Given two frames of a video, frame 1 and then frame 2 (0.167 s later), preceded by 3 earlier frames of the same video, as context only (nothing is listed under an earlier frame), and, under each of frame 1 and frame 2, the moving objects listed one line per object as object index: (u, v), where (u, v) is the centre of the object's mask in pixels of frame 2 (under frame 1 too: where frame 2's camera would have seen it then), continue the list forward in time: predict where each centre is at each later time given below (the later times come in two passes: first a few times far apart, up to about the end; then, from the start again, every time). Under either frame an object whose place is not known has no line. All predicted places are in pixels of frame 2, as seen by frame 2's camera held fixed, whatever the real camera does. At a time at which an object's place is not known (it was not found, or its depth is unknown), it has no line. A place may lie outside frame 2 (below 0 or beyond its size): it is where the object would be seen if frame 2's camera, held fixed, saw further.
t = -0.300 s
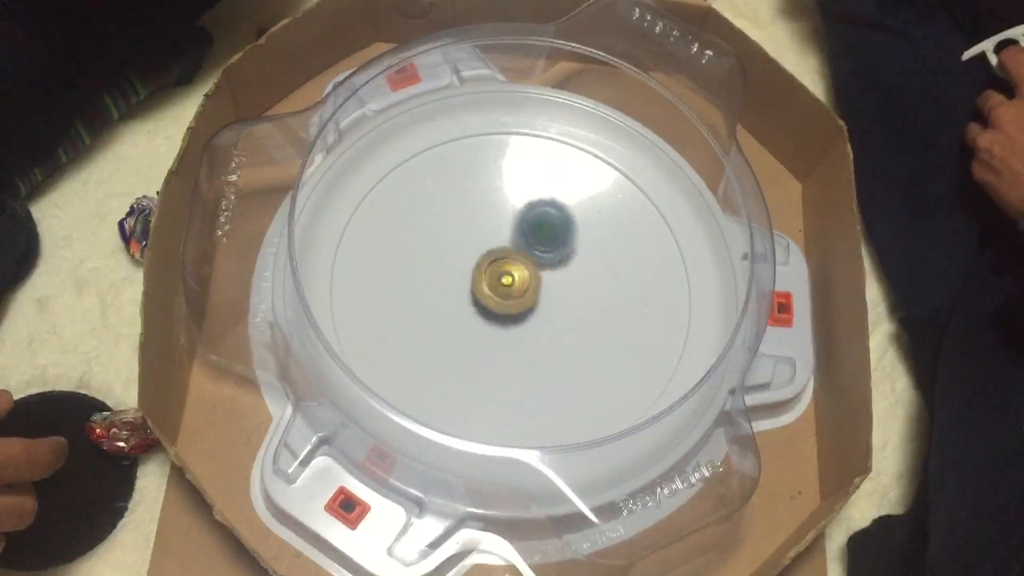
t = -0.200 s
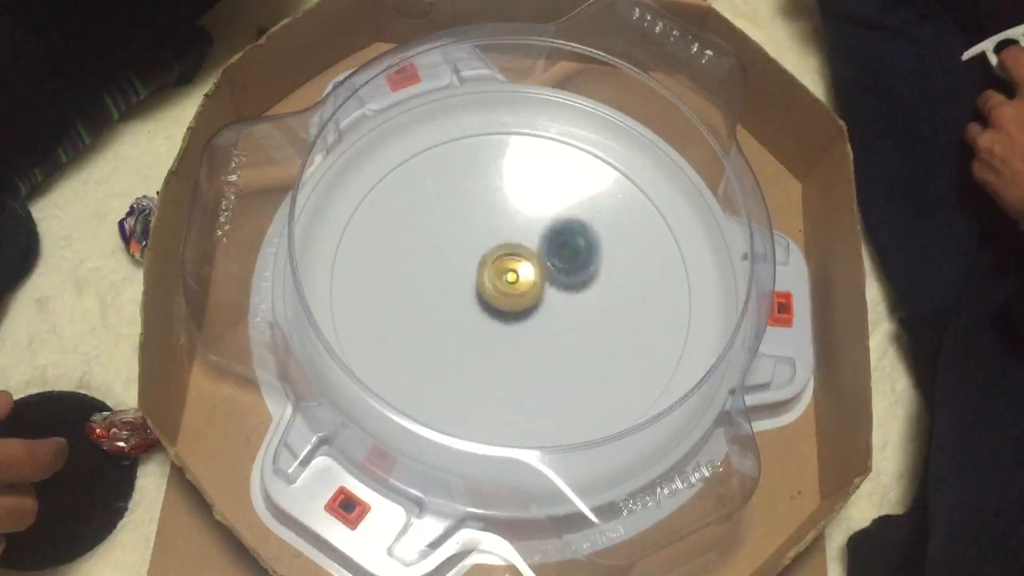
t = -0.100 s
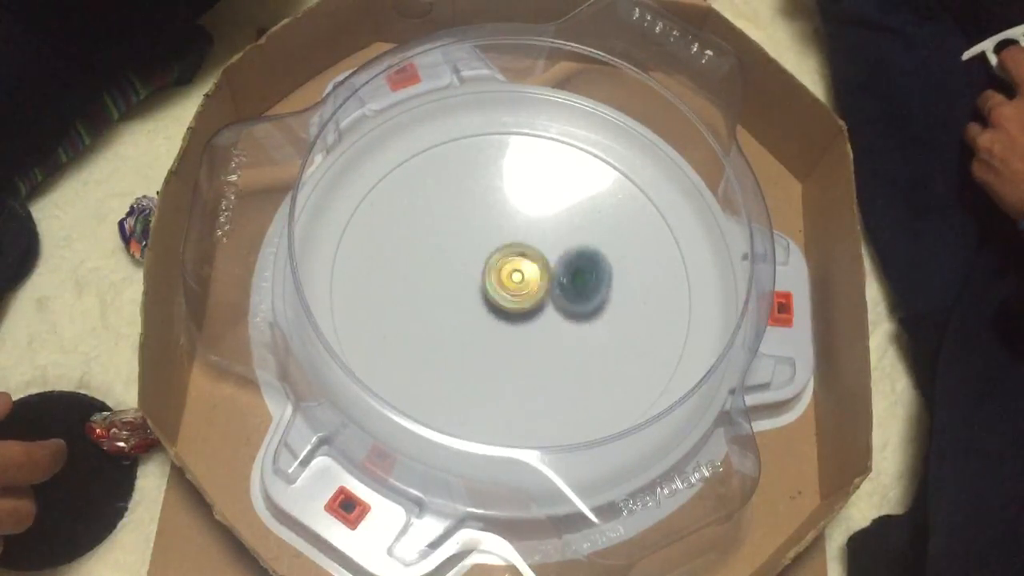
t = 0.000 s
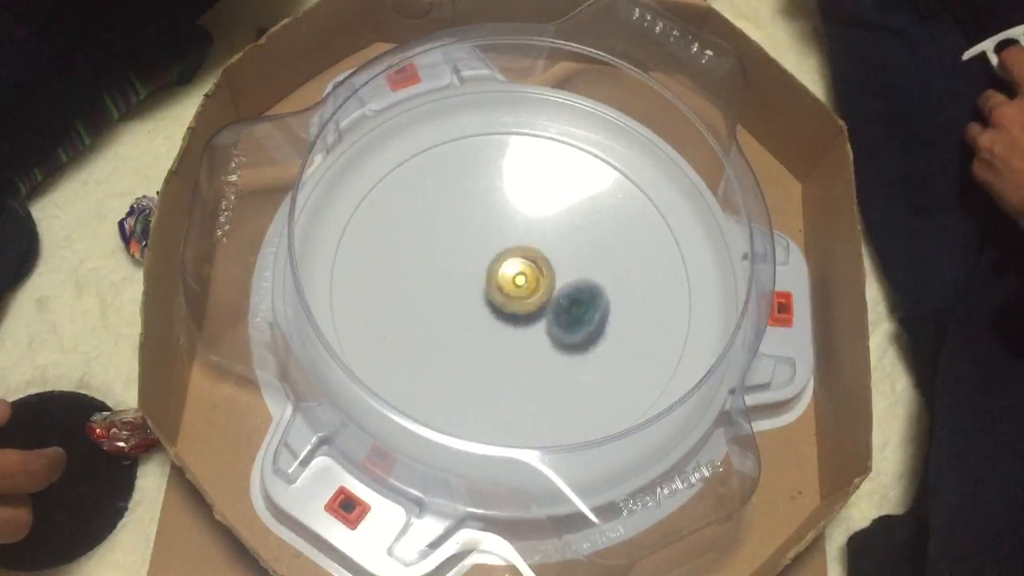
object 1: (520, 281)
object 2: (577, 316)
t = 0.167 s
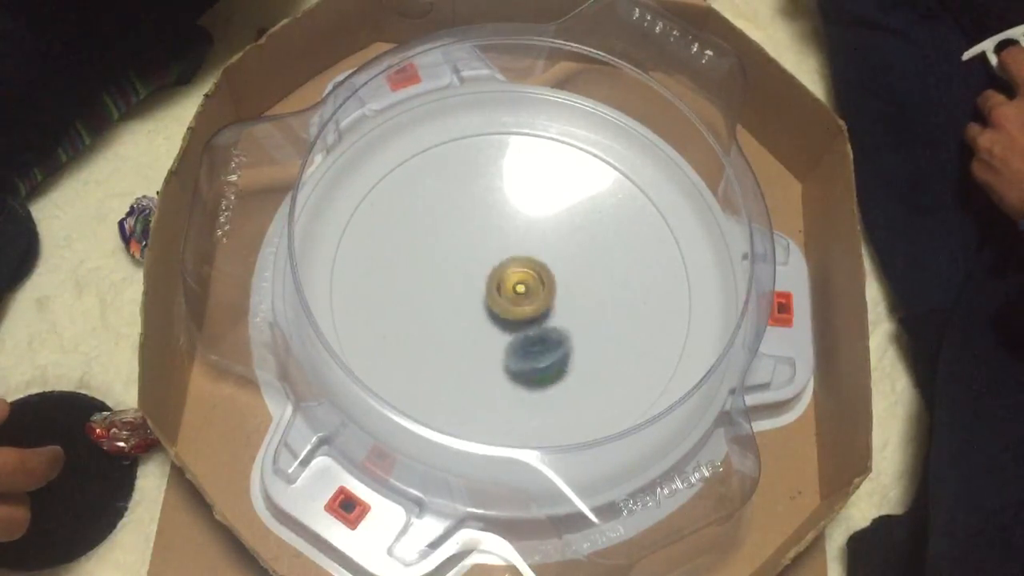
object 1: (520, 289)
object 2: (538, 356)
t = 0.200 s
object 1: (519, 290)
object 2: (526, 359)
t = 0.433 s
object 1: (508, 292)
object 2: (452, 333)
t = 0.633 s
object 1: (507, 285)
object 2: (442, 271)
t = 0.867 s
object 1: (518, 283)
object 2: (505, 225)
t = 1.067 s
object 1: (520, 289)
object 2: (568, 251)
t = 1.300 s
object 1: (512, 293)
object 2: (573, 321)
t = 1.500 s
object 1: (508, 287)
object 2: (515, 354)
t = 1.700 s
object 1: (514, 282)
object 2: (458, 324)
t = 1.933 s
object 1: (520, 286)
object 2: (462, 255)
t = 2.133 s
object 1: (517, 291)
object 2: (518, 233)
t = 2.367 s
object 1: (482, 298)
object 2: (593, 263)
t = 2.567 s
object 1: (483, 294)
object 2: (566, 307)
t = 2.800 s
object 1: (442, 237)
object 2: (577, 373)
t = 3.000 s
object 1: (464, 259)
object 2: (556, 341)
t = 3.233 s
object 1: (477, 274)
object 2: (577, 302)
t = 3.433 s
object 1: (481, 278)
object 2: (576, 296)
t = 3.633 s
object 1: (484, 281)
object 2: (556, 302)
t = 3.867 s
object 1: (484, 282)
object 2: (546, 306)
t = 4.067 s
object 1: (486, 278)
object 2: (549, 311)
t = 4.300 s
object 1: (500, 280)
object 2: (551, 312)
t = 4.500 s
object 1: (505, 272)
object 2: (549, 318)
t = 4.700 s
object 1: (525, 260)
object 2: (548, 320)
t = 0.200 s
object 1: (519, 290)
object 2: (526, 359)
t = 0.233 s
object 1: (518, 292)
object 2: (515, 361)
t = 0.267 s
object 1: (517, 293)
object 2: (503, 361)
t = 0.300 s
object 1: (514, 293)
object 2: (491, 359)
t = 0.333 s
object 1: (513, 293)
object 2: (480, 355)
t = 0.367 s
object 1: (511, 293)
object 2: (470, 350)
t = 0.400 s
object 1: (510, 293)
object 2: (460, 342)
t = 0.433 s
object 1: (508, 292)
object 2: (452, 333)
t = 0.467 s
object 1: (506, 291)
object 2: (446, 324)
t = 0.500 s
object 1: (506, 290)
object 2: (442, 313)
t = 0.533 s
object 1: (505, 289)
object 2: (439, 302)
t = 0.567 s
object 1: (506, 288)
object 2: (437, 292)
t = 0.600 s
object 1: (506, 286)
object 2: (439, 281)
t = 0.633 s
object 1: (507, 285)
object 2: (442, 271)
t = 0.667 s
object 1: (509, 284)
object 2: (447, 260)
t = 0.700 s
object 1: (510, 283)
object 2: (453, 252)
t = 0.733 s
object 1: (512, 282)
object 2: (462, 243)
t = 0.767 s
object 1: (513, 282)
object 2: (470, 236)
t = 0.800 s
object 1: (515, 282)
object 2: (481, 230)
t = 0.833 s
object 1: (517, 283)
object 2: (493, 226)
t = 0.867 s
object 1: (518, 283)
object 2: (505, 225)
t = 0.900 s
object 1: (519, 284)
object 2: (517, 225)
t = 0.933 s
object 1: (520, 285)
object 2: (528, 227)
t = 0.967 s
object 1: (520, 286)
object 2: (539, 230)
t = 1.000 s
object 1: (520, 288)
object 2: (550, 235)
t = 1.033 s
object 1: (521, 288)
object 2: (559, 242)
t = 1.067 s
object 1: (520, 289)
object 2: (568, 251)
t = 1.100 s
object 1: (520, 290)
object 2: (574, 259)
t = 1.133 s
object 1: (519, 292)
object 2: (579, 270)
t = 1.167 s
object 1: (517, 294)
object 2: (582, 280)
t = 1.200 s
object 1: (516, 294)
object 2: (582, 290)
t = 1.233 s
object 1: (514, 293)
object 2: (581, 300)
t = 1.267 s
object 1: (514, 294)
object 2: (578, 311)
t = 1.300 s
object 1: (512, 293)
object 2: (573, 321)
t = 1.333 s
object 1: (510, 292)
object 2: (566, 330)
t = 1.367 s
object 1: (510, 291)
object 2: (559, 338)
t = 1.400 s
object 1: (509, 290)
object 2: (549, 345)
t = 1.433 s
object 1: (509, 289)
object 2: (538, 350)
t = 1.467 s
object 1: (508, 288)
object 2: (527, 353)
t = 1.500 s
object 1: (508, 287)
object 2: (515, 354)
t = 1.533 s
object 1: (509, 286)
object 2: (503, 353)
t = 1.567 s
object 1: (510, 284)
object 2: (493, 351)
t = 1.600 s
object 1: (510, 283)
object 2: (482, 346)
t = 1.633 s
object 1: (512, 283)
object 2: (473, 340)
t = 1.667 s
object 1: (513, 282)
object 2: (464, 332)
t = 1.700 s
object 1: (514, 282)
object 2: (458, 324)
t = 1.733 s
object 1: (516, 282)
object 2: (453, 314)
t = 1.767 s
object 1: (517, 283)
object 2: (450, 304)
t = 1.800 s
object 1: (519, 282)
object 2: (449, 293)
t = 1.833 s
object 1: (519, 284)
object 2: (450, 282)
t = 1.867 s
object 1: (520, 284)
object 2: (452, 272)
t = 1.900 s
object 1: (520, 286)
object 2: (456, 263)
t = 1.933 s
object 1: (520, 286)
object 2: (462, 255)
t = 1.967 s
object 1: (521, 288)
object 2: (470, 247)
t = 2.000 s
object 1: (520, 289)
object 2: (477, 242)
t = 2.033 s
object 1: (520, 290)
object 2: (487, 236)
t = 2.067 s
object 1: (519, 291)
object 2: (497, 233)
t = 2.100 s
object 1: (518, 292)
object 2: (508, 232)
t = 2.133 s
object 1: (517, 291)
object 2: (518, 233)
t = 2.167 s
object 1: (515, 291)
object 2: (528, 235)
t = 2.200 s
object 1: (514, 291)
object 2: (538, 239)
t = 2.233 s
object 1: (513, 290)
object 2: (547, 245)
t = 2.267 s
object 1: (506, 294)
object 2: (560, 251)
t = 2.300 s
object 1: (494, 297)
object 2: (576, 253)
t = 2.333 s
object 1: (486, 298)
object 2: (587, 257)
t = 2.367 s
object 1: (482, 298)
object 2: (593, 263)
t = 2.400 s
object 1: (480, 297)
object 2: (595, 269)
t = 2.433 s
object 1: (481, 296)
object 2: (593, 277)
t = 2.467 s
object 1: (481, 296)
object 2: (590, 285)
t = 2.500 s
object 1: (482, 296)
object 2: (584, 293)
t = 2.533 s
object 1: (482, 295)
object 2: (575, 301)
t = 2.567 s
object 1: (483, 294)
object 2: (566, 307)
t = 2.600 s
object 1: (485, 293)
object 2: (556, 312)
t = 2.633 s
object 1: (478, 289)
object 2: (557, 321)
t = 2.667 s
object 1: (461, 274)
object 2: (567, 339)
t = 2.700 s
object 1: (453, 259)
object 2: (576, 351)
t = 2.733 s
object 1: (444, 250)
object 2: (578, 362)
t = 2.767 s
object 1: (441, 241)
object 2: (579, 371)
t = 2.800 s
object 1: (442, 237)
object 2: (577, 373)
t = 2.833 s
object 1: (446, 237)
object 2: (575, 373)
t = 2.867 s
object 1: (450, 241)
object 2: (571, 370)
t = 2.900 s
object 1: (453, 247)
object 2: (568, 366)
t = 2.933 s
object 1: (455, 251)
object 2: (564, 358)
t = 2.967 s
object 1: (459, 255)
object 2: (559, 350)
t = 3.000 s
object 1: (464, 259)
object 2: (556, 341)
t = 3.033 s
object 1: (469, 264)
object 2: (552, 331)
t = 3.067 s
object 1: (474, 270)
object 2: (549, 321)
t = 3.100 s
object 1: (479, 275)
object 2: (547, 312)
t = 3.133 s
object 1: (483, 280)
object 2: (547, 305)
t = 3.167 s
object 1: (479, 275)
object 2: (558, 305)
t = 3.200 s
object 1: (479, 274)
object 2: (568, 304)
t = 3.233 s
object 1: (477, 274)
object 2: (577, 302)
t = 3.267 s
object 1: (476, 272)
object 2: (581, 301)
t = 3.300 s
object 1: (476, 272)
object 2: (584, 299)
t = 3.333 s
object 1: (476, 273)
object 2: (585, 298)
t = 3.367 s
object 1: (477, 275)
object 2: (584, 297)
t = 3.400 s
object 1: (479, 278)
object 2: (580, 296)
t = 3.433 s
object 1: (481, 278)
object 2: (576, 296)
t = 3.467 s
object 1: (483, 279)
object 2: (571, 296)
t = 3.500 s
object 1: (486, 279)
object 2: (566, 296)
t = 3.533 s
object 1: (489, 281)
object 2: (559, 296)
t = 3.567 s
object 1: (489, 282)
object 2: (557, 298)
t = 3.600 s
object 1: (485, 283)
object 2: (557, 301)
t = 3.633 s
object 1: (484, 281)
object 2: (556, 302)
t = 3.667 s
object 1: (485, 282)
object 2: (554, 303)
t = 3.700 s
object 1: (488, 282)
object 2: (551, 303)
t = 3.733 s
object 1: (486, 282)
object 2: (551, 304)
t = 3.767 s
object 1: (484, 283)
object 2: (550, 304)
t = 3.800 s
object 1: (484, 282)
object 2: (549, 305)
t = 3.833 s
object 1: (484, 283)
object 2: (547, 306)
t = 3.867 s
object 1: (484, 282)
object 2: (546, 306)
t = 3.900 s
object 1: (485, 283)
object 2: (546, 306)
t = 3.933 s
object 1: (487, 283)
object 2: (545, 306)
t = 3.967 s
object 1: (489, 282)
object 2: (547, 307)
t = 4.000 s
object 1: (489, 282)
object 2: (548, 309)
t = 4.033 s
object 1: (488, 281)
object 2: (549, 310)
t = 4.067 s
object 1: (486, 278)
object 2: (549, 311)
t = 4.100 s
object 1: (485, 277)
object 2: (549, 311)
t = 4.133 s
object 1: (486, 276)
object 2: (549, 311)
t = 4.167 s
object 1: (489, 274)
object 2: (549, 311)
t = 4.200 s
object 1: (492, 274)
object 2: (549, 311)
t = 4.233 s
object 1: (495, 274)
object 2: (549, 311)
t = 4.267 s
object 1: (499, 277)
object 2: (550, 311)
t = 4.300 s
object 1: (500, 280)
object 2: (551, 312)
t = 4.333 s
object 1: (500, 281)
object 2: (552, 312)
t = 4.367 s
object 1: (499, 281)
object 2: (551, 313)
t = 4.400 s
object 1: (499, 280)
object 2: (551, 313)
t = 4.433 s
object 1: (501, 277)
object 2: (551, 316)
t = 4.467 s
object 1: (503, 274)
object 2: (550, 318)
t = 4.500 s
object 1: (505, 272)
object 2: (549, 318)
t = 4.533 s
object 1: (508, 270)
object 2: (549, 319)
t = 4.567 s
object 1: (511, 268)
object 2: (548, 319)
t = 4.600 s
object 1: (515, 266)
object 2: (548, 320)
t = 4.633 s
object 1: (520, 264)
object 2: (548, 320)
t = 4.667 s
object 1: (523, 262)
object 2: (548, 319)
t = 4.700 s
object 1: (525, 260)
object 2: (548, 320)
